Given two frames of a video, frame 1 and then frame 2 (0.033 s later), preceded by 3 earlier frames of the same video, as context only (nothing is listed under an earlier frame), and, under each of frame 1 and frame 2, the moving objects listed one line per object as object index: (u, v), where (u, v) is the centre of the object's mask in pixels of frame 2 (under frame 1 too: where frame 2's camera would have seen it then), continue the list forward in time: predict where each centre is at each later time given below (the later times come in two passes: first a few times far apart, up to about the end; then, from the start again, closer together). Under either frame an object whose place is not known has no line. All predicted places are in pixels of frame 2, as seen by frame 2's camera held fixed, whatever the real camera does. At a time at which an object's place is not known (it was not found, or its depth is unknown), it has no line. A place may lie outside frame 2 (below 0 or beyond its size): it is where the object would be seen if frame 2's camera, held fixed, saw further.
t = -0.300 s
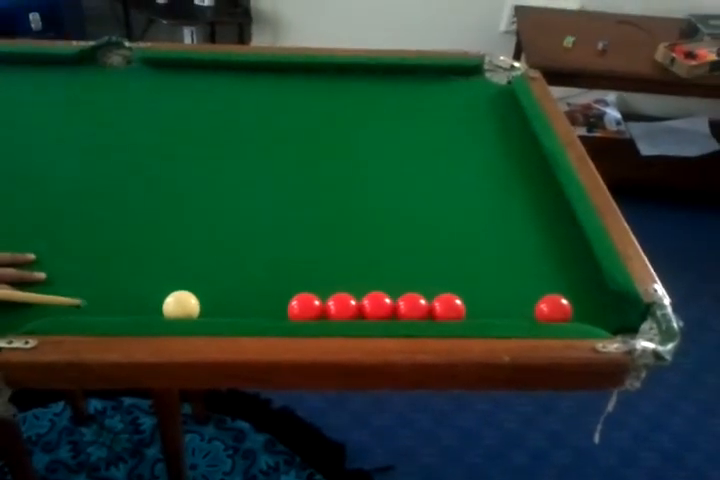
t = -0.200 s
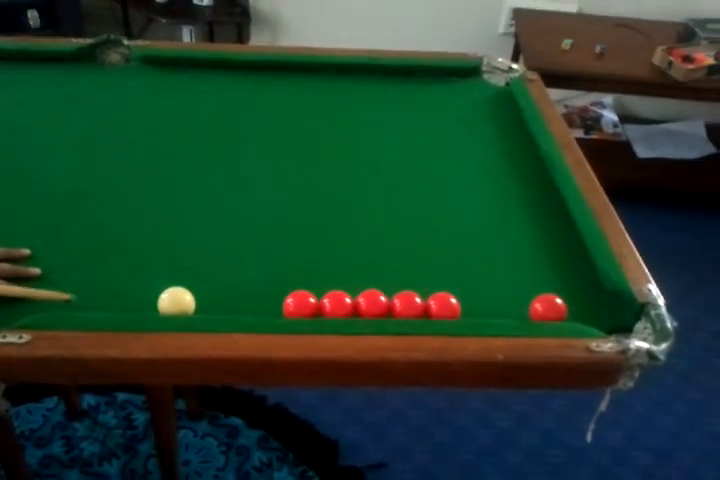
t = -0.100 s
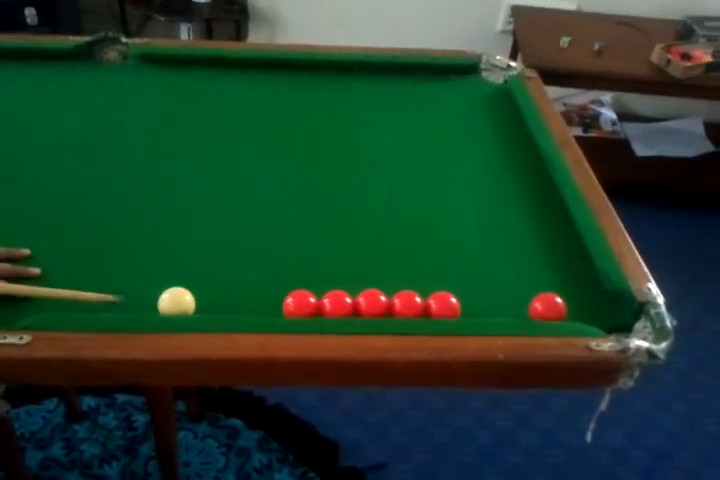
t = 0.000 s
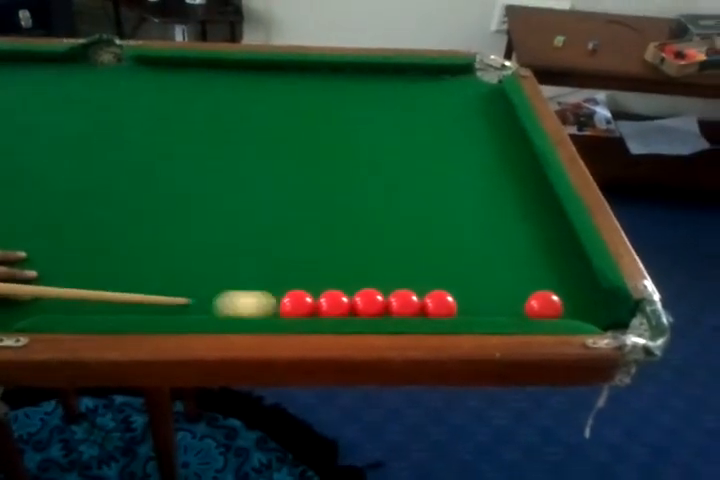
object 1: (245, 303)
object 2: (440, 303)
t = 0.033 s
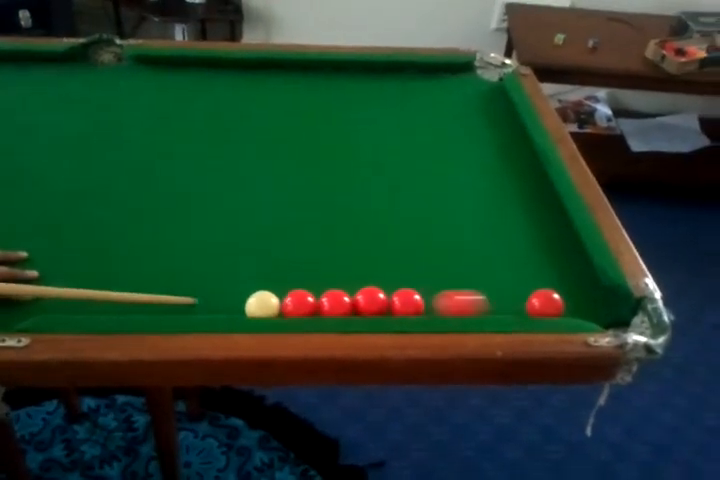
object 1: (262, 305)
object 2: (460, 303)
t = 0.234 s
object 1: (262, 303)
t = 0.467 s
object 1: (263, 303)
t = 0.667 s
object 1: (265, 304)
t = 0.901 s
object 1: (264, 304)
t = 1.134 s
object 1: (264, 303)
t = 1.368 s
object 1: (264, 303)
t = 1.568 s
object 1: (264, 303)
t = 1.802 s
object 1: (264, 303)
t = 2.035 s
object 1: (264, 304)
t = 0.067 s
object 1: (263, 305)
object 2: (491, 303)
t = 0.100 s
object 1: (265, 304)
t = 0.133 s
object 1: (265, 304)
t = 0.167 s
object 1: (264, 304)
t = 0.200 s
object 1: (263, 303)
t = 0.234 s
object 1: (262, 303)
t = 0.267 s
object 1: (262, 303)
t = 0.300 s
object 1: (263, 303)
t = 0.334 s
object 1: (264, 304)
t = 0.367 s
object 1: (265, 304)
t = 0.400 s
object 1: (265, 304)
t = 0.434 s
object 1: (264, 303)
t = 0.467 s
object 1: (263, 303)
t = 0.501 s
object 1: (262, 303)
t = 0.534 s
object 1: (262, 303)
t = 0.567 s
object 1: (263, 303)
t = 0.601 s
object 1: (263, 304)
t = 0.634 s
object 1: (264, 303)
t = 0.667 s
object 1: (265, 304)
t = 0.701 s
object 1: (265, 303)
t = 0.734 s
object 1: (264, 303)
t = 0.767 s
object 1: (264, 303)
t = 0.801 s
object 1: (264, 304)
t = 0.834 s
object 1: (264, 303)
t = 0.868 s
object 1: (264, 304)
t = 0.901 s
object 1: (264, 304)
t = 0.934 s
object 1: (264, 303)
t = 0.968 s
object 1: (264, 304)
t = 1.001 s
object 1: (264, 304)
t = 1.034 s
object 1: (264, 303)
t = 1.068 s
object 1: (265, 303)
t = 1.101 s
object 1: (264, 303)
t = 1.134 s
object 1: (264, 303)
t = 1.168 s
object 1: (264, 303)
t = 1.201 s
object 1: (264, 304)
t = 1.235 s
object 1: (264, 304)
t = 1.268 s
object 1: (264, 304)
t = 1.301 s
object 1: (264, 303)
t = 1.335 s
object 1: (264, 303)
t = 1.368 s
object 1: (264, 303)
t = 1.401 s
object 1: (264, 304)
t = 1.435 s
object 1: (264, 304)
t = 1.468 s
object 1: (264, 303)
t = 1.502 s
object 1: (264, 303)
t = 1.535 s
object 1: (264, 303)
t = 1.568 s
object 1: (264, 303)
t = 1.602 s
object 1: (264, 303)
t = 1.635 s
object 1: (264, 303)
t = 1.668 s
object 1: (264, 303)
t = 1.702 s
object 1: (264, 303)
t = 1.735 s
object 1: (264, 303)
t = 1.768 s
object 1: (264, 303)
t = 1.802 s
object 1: (264, 303)
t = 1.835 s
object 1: (264, 303)
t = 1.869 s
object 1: (264, 303)
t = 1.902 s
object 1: (264, 303)
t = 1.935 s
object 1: (264, 303)
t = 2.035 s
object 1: (264, 304)
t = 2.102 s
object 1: (264, 303)
